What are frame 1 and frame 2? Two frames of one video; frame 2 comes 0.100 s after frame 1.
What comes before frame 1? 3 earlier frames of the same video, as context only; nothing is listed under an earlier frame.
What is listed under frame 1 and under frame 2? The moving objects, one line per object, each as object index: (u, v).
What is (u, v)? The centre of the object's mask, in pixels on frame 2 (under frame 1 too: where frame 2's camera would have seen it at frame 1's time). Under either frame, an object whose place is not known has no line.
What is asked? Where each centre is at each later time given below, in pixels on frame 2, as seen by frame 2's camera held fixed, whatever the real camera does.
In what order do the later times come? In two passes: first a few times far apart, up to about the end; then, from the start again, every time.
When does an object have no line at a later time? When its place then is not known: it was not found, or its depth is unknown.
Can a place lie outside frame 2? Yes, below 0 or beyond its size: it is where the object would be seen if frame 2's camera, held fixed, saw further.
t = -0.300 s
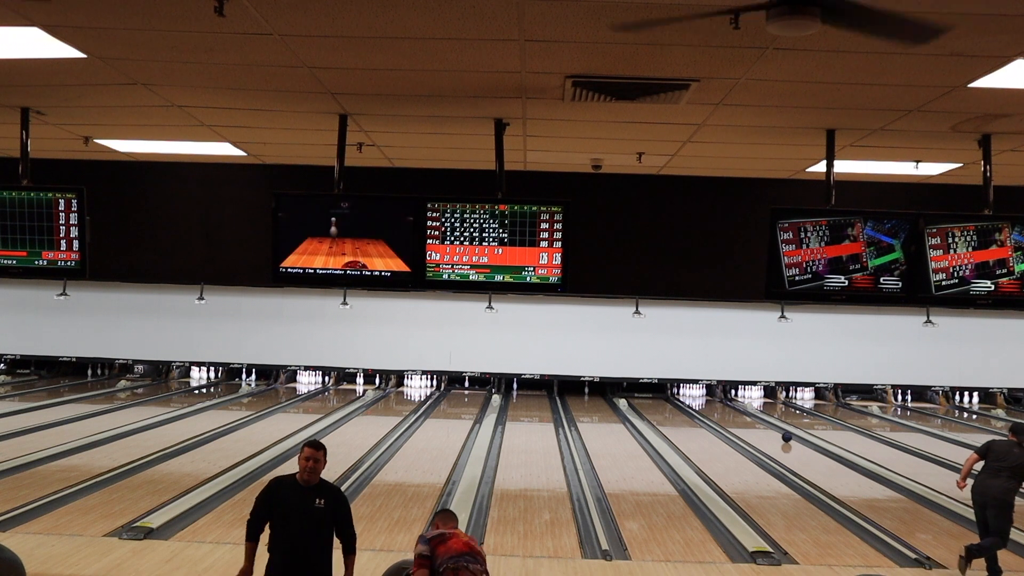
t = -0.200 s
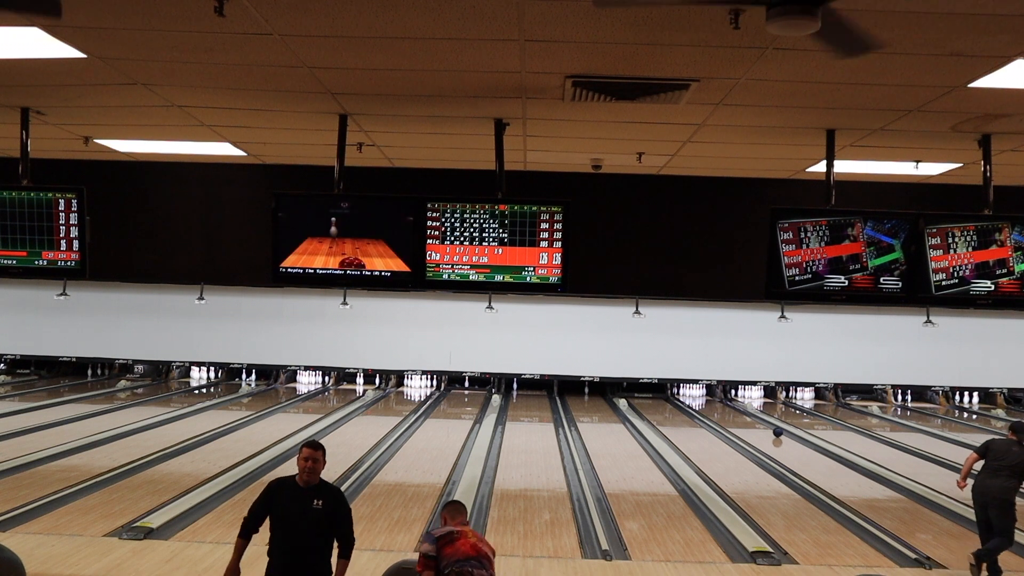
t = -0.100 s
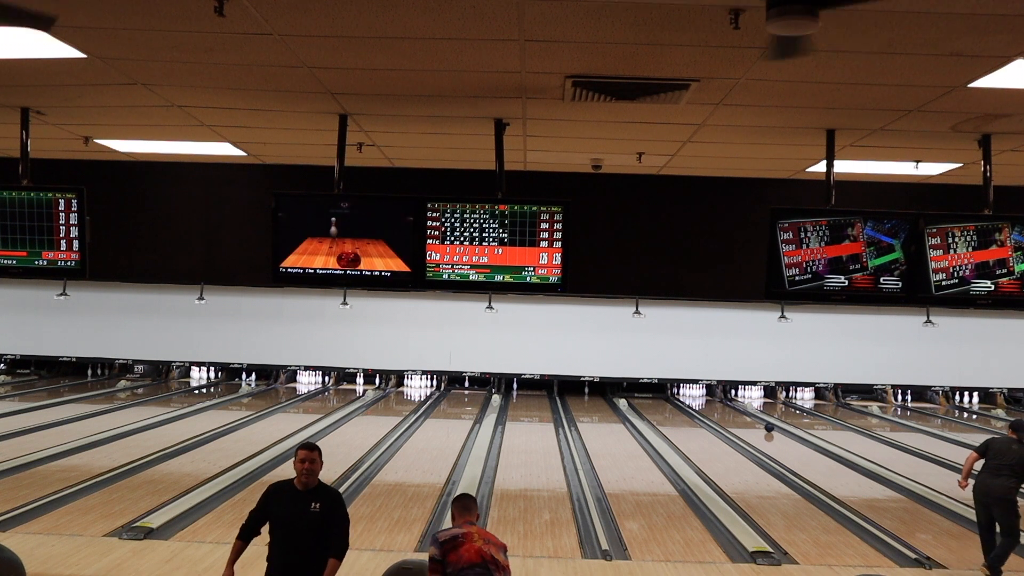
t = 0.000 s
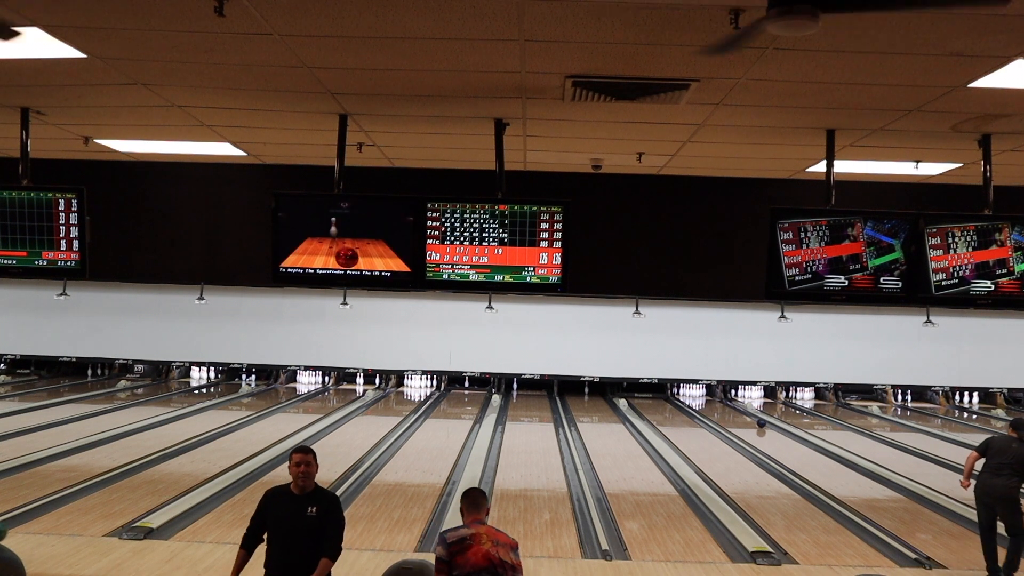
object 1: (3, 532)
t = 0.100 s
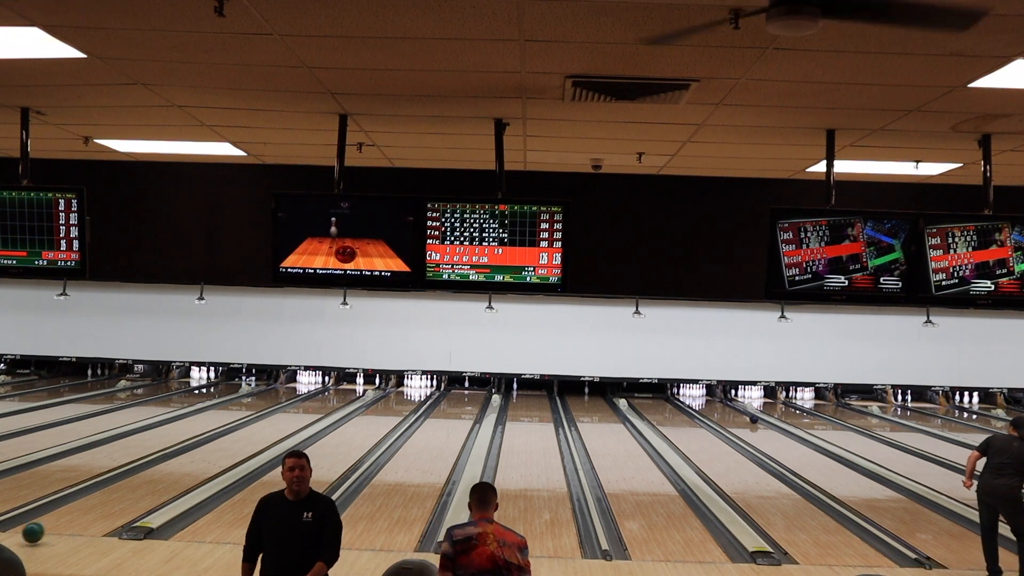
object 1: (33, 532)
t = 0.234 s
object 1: (75, 511)
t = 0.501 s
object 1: (139, 483)
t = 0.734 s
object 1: (180, 463)
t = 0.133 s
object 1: (45, 528)
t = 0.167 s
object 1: (55, 521)
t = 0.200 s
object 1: (65, 516)
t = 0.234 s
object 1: (75, 511)
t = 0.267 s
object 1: (84, 508)
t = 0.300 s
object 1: (93, 506)
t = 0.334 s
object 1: (101, 502)
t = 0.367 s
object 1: (109, 497)
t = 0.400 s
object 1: (117, 494)
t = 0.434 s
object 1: (125, 490)
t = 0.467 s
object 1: (132, 487)
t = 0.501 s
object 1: (139, 483)
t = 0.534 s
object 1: (145, 480)
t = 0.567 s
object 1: (152, 477)
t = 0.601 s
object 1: (158, 474)
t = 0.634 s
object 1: (164, 471)
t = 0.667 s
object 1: (170, 468)
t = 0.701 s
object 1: (175, 465)
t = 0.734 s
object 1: (180, 463)
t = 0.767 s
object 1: (186, 460)
